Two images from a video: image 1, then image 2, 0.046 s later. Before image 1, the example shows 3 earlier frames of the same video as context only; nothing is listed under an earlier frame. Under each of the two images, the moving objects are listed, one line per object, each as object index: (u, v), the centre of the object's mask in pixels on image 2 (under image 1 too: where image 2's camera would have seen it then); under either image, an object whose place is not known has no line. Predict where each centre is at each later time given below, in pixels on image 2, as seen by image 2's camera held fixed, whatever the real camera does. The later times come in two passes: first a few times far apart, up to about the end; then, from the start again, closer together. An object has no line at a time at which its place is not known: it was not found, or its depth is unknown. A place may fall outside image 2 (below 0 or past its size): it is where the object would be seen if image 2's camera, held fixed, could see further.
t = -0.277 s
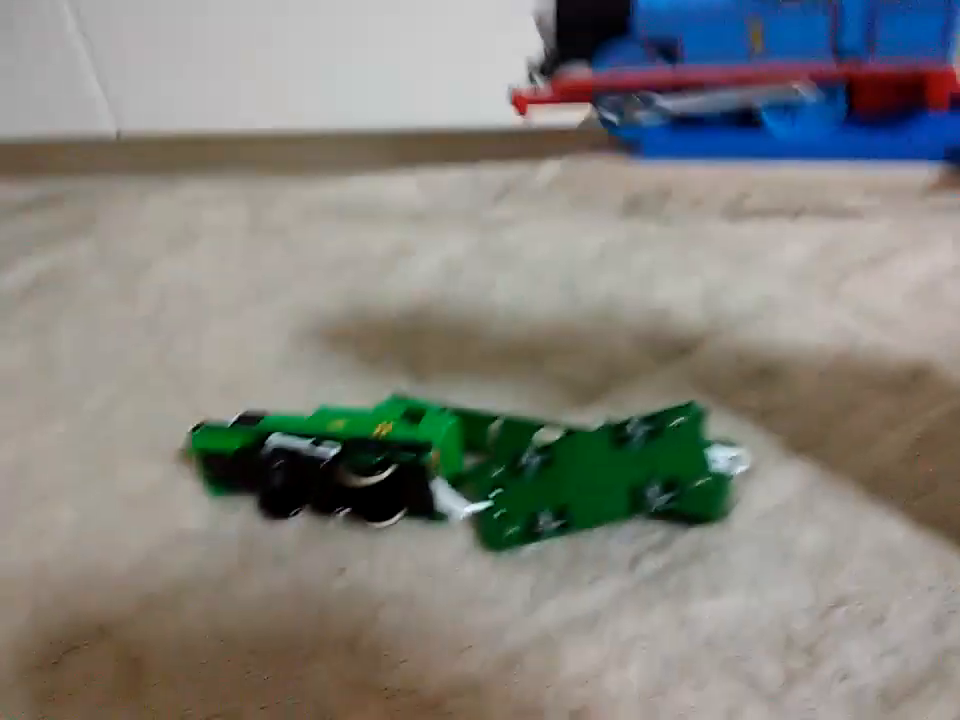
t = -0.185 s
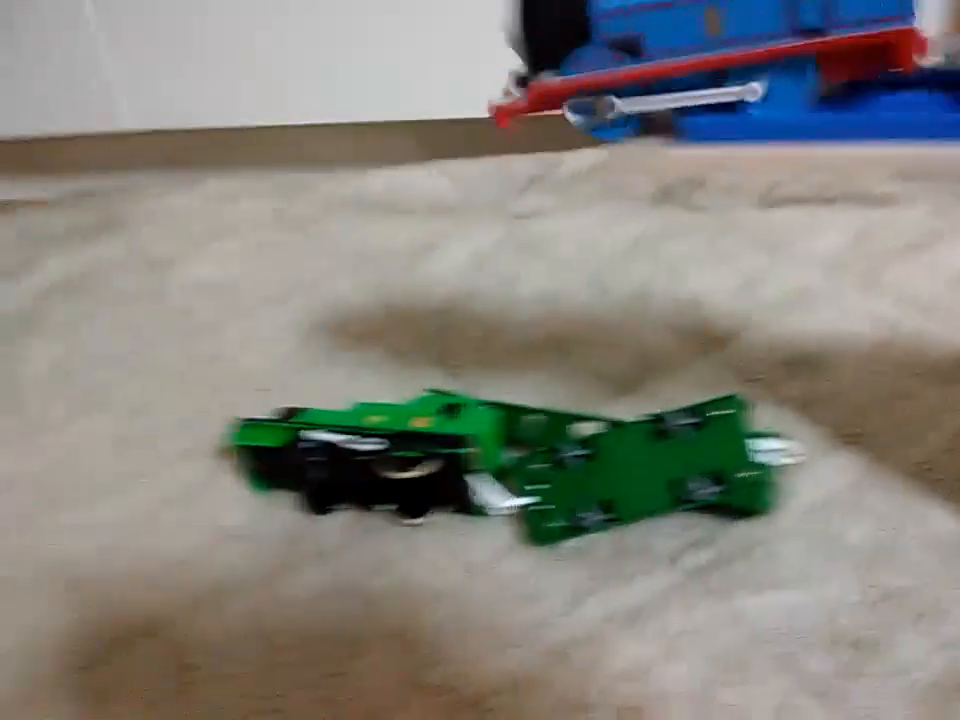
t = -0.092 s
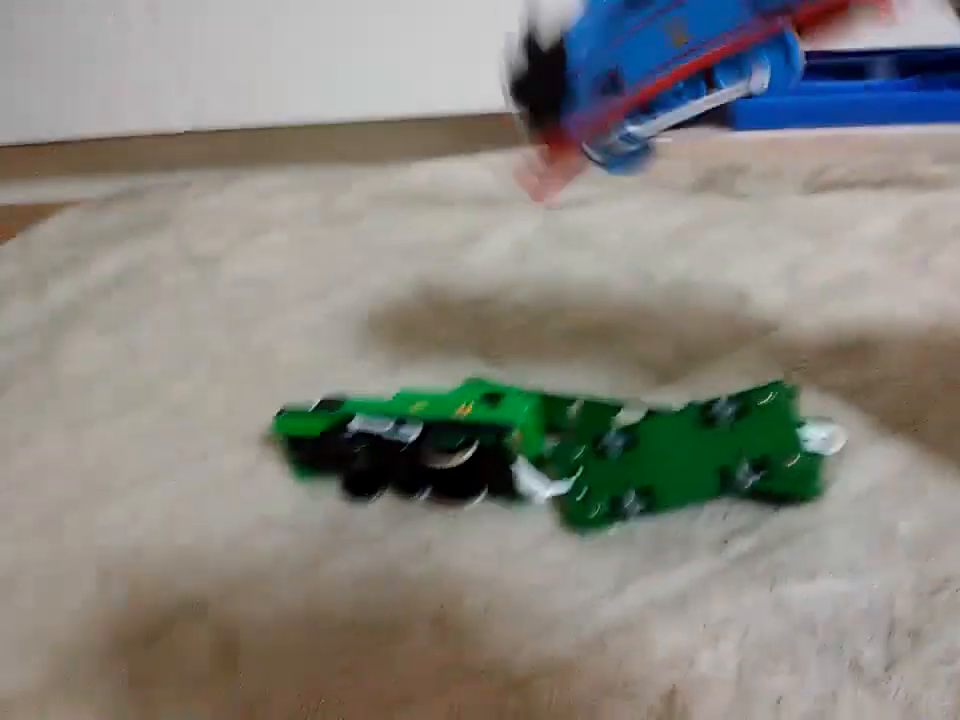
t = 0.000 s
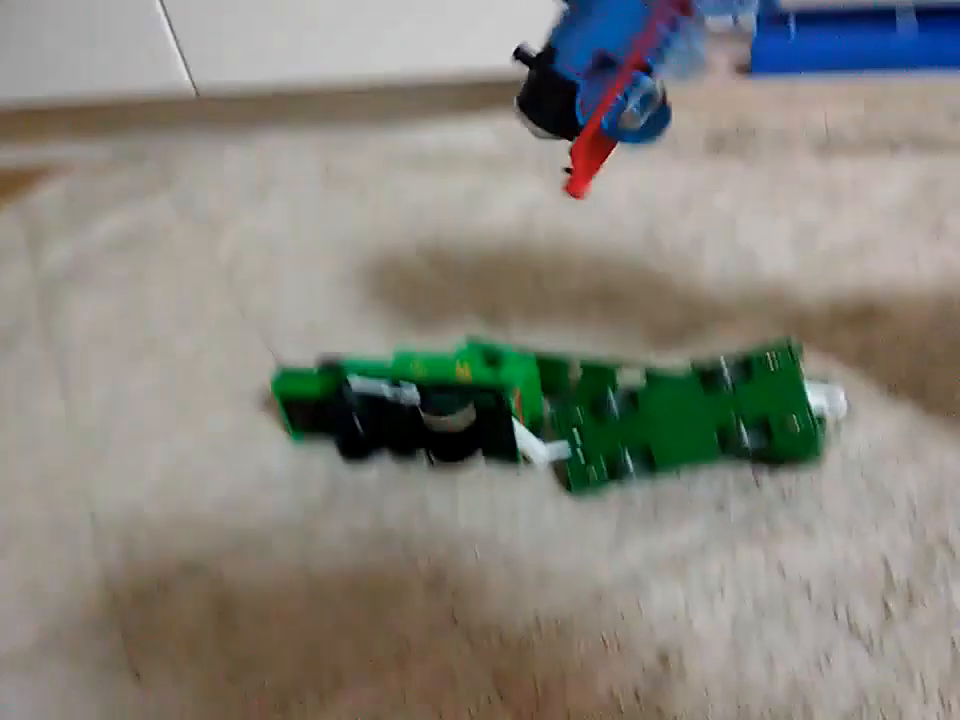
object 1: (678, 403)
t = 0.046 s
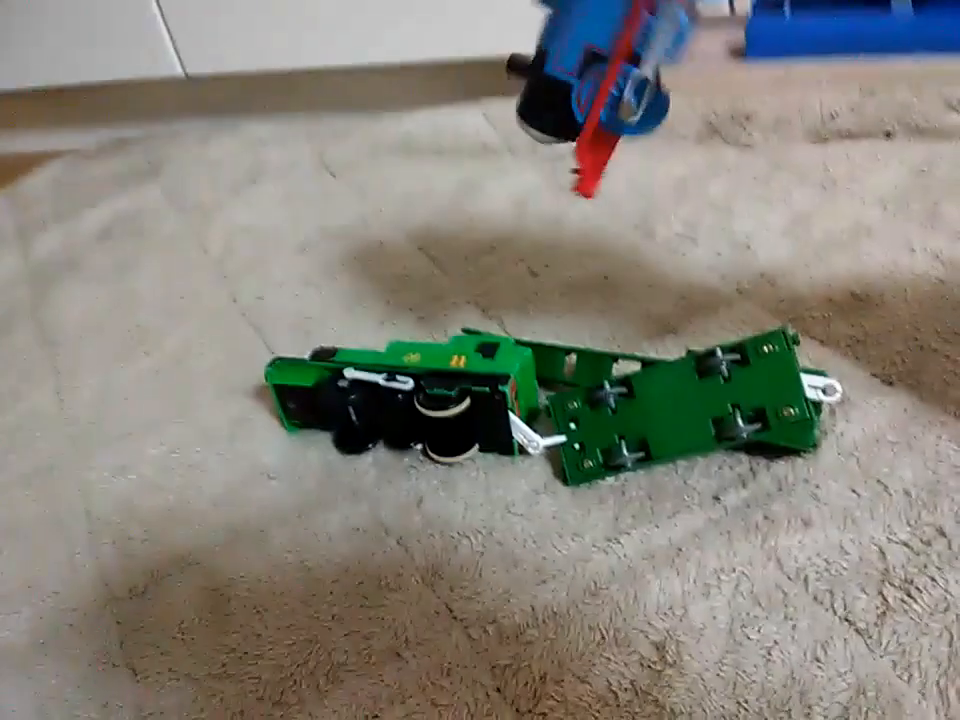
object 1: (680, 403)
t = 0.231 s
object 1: (685, 405)
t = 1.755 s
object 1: (683, 408)
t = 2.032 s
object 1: (684, 408)
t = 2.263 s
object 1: (684, 408)
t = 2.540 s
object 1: (683, 408)
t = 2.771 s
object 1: (685, 407)
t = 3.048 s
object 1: (685, 407)
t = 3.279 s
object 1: (684, 407)
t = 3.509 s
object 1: (684, 408)
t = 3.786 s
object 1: (684, 408)
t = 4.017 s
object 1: (685, 408)
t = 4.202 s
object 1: (686, 408)
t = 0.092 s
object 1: (679, 402)
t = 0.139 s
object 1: (680, 402)
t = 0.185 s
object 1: (678, 402)
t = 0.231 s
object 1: (685, 405)
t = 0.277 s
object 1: (720, 402)
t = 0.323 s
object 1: (717, 397)
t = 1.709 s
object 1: (684, 408)
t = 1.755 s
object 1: (683, 408)
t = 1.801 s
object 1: (683, 408)
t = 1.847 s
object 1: (684, 408)
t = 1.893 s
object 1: (684, 408)
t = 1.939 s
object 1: (683, 408)
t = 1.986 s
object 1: (684, 408)
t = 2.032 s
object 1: (684, 408)
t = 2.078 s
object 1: (683, 407)
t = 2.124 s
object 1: (683, 408)
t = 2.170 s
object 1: (684, 408)
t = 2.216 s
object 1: (684, 408)
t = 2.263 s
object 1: (684, 408)
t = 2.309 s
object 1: (683, 408)
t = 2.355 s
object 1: (683, 407)
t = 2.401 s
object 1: (683, 408)
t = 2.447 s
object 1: (683, 408)
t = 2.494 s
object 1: (683, 407)
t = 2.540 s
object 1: (683, 408)
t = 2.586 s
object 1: (682, 407)
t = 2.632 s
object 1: (684, 407)
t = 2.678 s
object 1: (684, 407)
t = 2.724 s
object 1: (684, 407)
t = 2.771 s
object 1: (685, 407)
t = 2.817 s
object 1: (685, 407)
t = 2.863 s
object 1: (685, 407)
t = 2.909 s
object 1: (684, 407)
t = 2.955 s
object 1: (685, 408)
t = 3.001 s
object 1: (685, 408)
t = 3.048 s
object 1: (685, 407)
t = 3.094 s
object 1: (684, 407)
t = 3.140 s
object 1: (684, 407)
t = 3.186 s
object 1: (684, 407)
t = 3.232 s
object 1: (684, 408)
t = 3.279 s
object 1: (684, 407)
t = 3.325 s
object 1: (684, 408)
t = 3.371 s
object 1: (684, 407)
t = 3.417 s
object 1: (684, 407)
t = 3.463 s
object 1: (684, 407)
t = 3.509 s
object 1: (684, 408)
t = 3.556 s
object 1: (684, 407)
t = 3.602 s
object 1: (684, 408)
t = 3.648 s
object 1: (685, 408)
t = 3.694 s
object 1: (684, 408)
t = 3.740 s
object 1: (684, 408)
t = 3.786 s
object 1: (684, 408)
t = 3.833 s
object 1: (684, 408)
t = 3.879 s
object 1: (684, 408)
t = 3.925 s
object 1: (684, 408)
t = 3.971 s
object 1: (685, 408)
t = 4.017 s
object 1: (685, 408)
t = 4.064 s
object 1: (685, 408)
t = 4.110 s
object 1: (685, 408)
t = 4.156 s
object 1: (686, 408)
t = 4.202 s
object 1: (686, 408)
